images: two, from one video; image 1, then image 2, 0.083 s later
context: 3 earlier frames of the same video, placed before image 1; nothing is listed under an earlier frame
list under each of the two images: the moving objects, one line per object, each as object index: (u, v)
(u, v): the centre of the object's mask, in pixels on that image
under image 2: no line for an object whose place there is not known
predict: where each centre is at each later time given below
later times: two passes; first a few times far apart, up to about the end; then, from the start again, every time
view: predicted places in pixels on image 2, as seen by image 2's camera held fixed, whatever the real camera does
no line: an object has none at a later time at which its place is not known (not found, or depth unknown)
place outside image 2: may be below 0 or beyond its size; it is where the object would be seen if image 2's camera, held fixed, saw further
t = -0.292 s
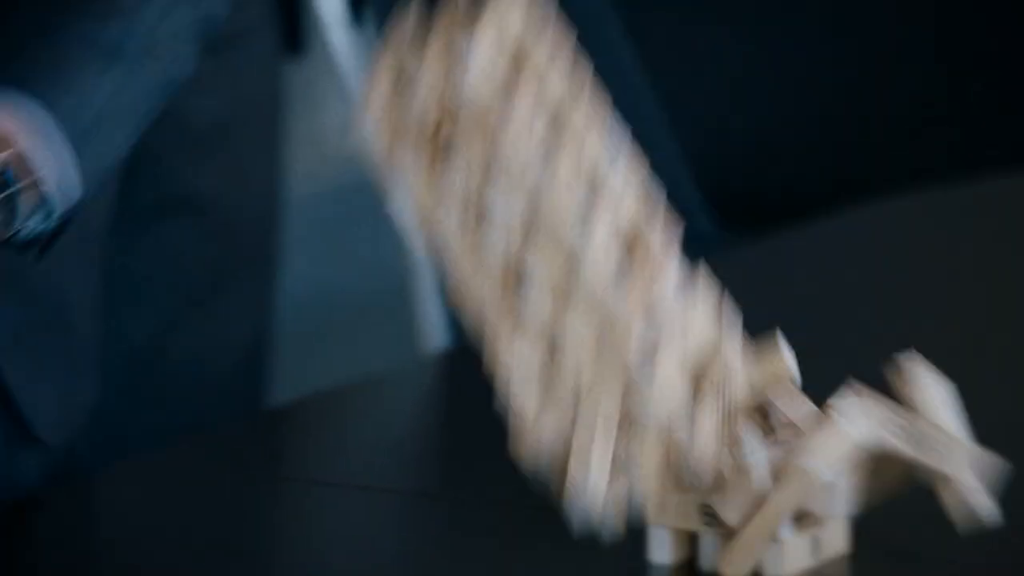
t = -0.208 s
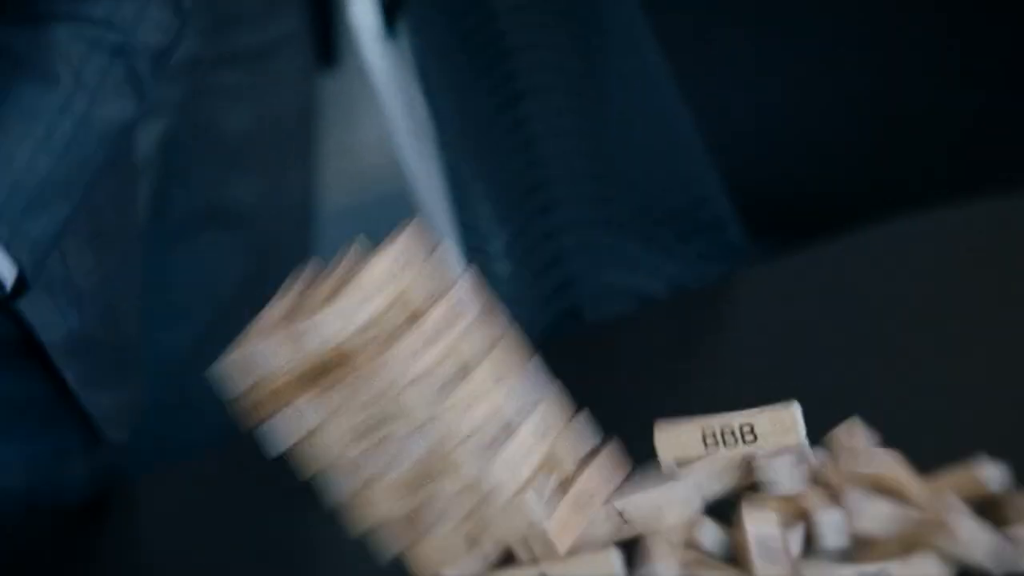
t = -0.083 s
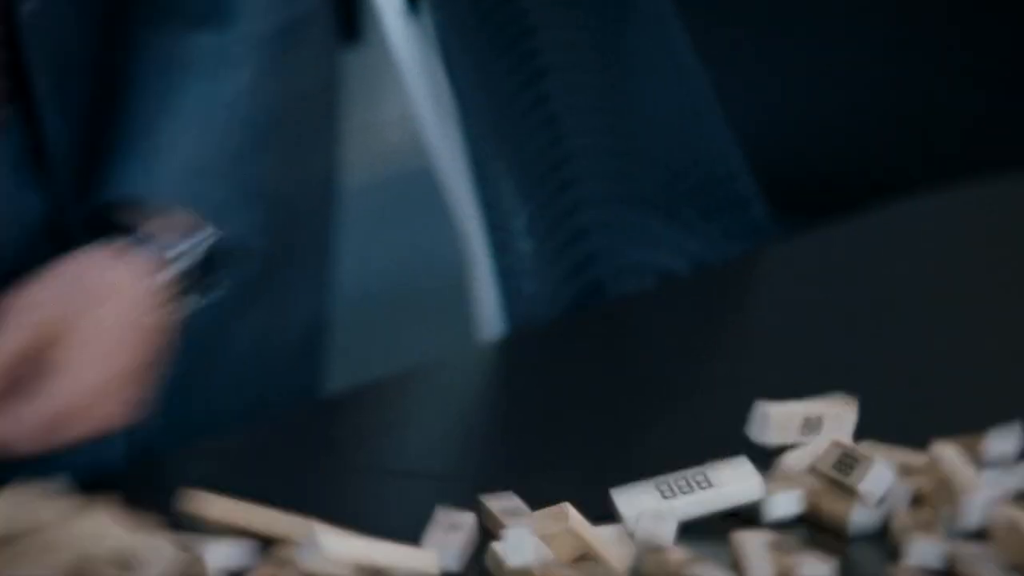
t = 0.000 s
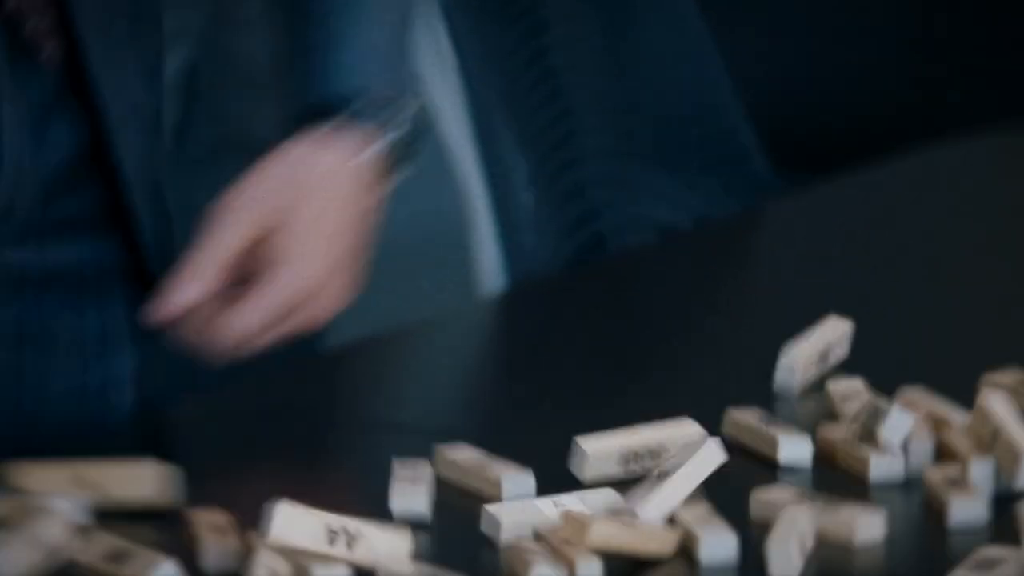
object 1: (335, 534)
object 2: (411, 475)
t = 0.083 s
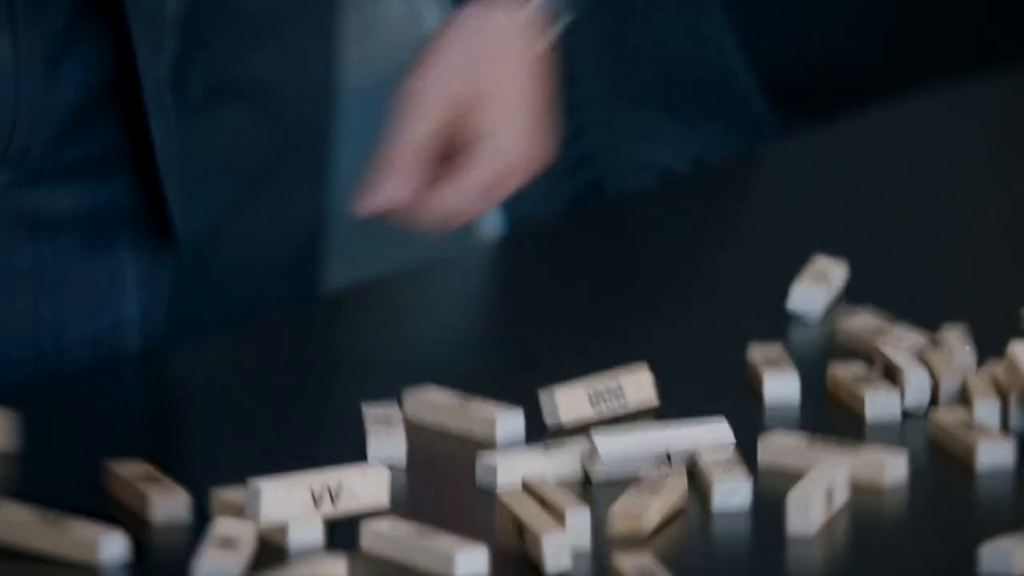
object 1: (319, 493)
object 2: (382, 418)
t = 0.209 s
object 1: (312, 497)
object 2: (368, 413)
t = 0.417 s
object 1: (335, 504)
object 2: (371, 414)
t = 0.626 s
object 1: (378, 520)
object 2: (373, 415)
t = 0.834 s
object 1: (381, 521)
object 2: (373, 415)
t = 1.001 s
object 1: (381, 522)
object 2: (372, 415)
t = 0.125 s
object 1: (317, 495)
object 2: (375, 415)
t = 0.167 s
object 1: (313, 497)
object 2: (377, 417)
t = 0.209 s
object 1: (312, 497)
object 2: (368, 413)
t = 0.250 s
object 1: (315, 500)
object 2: (370, 415)
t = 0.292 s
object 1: (319, 501)
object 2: (373, 415)
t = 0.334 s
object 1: (324, 502)
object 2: (371, 416)
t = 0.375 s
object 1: (329, 502)
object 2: (372, 415)
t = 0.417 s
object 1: (335, 504)
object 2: (371, 414)
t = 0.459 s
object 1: (343, 509)
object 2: (373, 415)
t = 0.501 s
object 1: (360, 515)
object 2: (372, 415)
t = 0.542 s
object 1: (370, 517)
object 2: (375, 415)
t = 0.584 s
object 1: (373, 520)
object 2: (374, 415)
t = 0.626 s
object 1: (378, 520)
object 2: (373, 415)
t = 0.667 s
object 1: (380, 521)
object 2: (374, 415)
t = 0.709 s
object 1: (381, 522)
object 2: (375, 415)
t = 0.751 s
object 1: (381, 521)
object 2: (373, 415)
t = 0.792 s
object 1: (381, 522)
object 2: (373, 415)
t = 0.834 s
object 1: (381, 521)
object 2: (373, 415)
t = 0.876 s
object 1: (382, 521)
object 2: (373, 415)
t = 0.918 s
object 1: (381, 522)
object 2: (373, 415)
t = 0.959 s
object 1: (381, 522)
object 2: (373, 415)
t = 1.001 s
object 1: (381, 522)
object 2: (372, 415)
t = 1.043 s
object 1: (381, 521)
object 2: (372, 414)
